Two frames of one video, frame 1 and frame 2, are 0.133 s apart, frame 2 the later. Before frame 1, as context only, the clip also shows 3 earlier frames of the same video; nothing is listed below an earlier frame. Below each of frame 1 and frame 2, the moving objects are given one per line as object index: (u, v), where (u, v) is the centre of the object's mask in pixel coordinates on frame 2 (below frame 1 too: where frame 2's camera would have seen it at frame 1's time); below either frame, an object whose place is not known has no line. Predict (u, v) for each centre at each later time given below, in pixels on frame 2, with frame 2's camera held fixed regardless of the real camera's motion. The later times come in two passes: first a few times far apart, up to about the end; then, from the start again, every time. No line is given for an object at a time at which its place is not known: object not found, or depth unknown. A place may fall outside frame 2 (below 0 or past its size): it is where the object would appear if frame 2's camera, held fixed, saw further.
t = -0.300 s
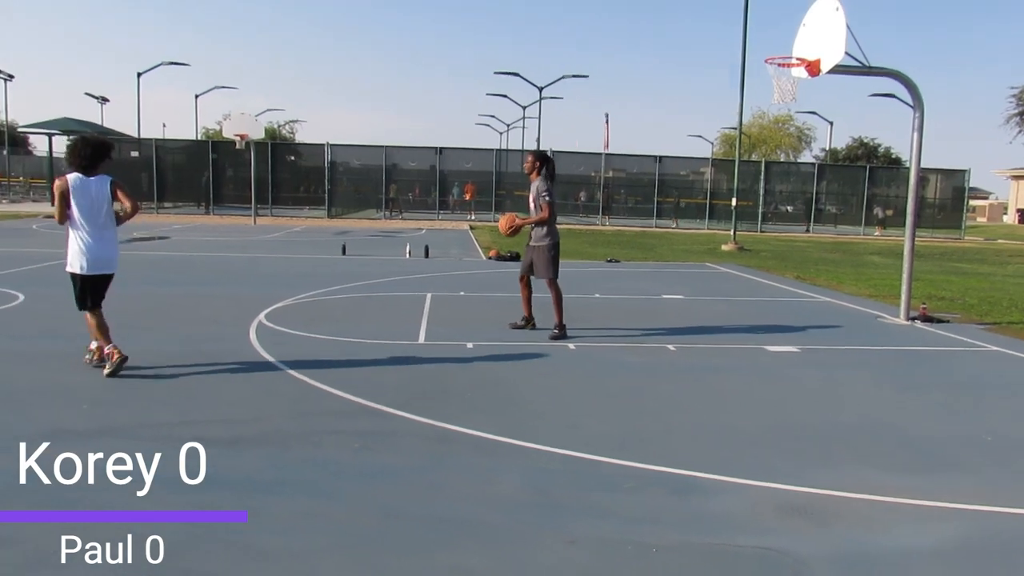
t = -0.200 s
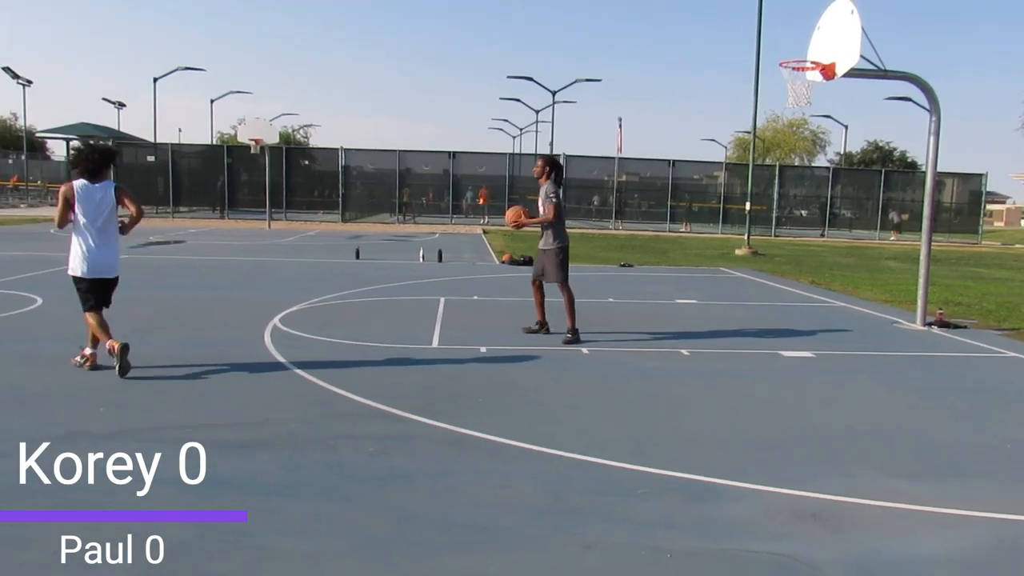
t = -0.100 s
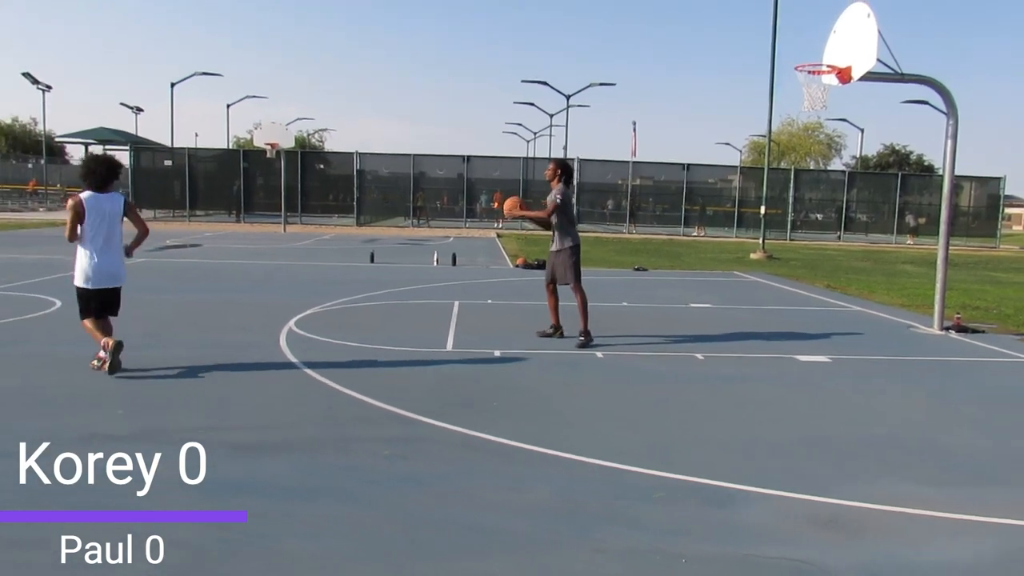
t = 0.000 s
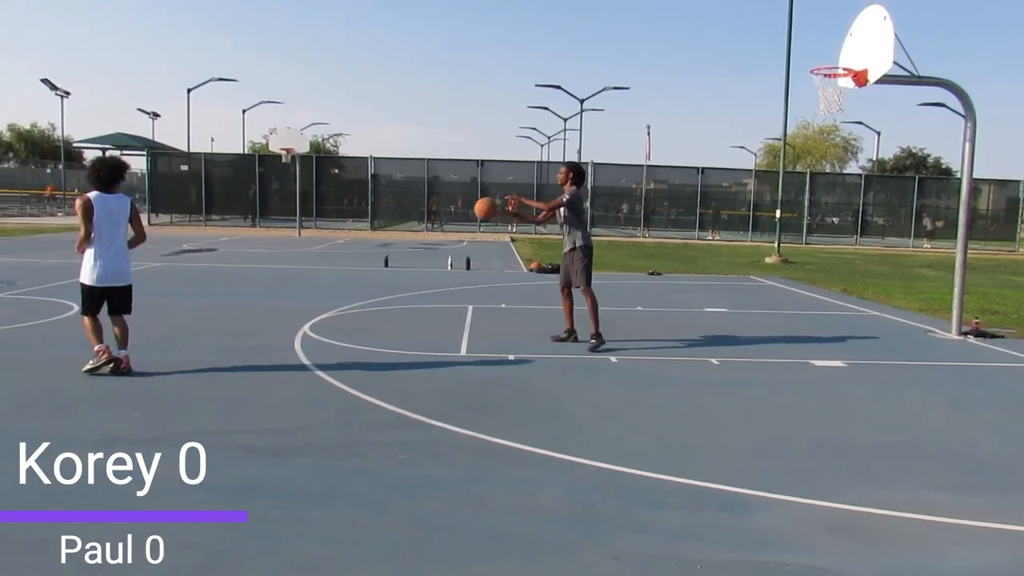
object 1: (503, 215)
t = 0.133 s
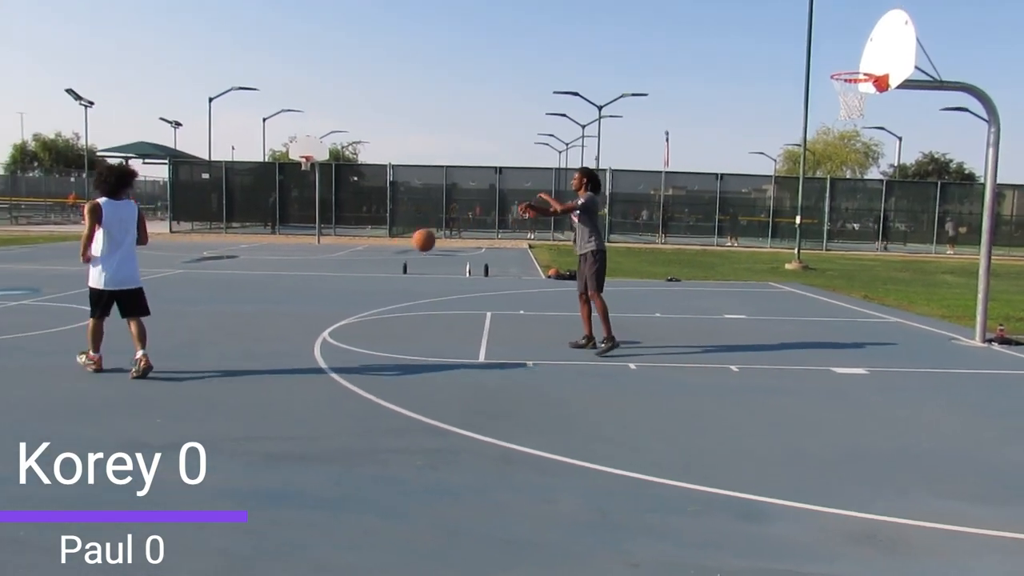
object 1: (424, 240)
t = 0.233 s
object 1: (363, 269)
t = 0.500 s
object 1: (239, 295)
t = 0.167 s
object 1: (403, 249)
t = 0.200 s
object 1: (384, 258)
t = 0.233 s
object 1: (363, 269)
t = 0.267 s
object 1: (343, 280)
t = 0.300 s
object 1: (324, 293)
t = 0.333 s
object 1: (304, 307)
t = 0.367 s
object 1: (285, 322)
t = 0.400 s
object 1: (269, 331)
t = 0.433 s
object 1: (258, 318)
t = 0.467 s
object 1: (249, 306)
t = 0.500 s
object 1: (239, 295)
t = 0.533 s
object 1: (229, 284)
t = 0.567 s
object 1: (220, 275)
